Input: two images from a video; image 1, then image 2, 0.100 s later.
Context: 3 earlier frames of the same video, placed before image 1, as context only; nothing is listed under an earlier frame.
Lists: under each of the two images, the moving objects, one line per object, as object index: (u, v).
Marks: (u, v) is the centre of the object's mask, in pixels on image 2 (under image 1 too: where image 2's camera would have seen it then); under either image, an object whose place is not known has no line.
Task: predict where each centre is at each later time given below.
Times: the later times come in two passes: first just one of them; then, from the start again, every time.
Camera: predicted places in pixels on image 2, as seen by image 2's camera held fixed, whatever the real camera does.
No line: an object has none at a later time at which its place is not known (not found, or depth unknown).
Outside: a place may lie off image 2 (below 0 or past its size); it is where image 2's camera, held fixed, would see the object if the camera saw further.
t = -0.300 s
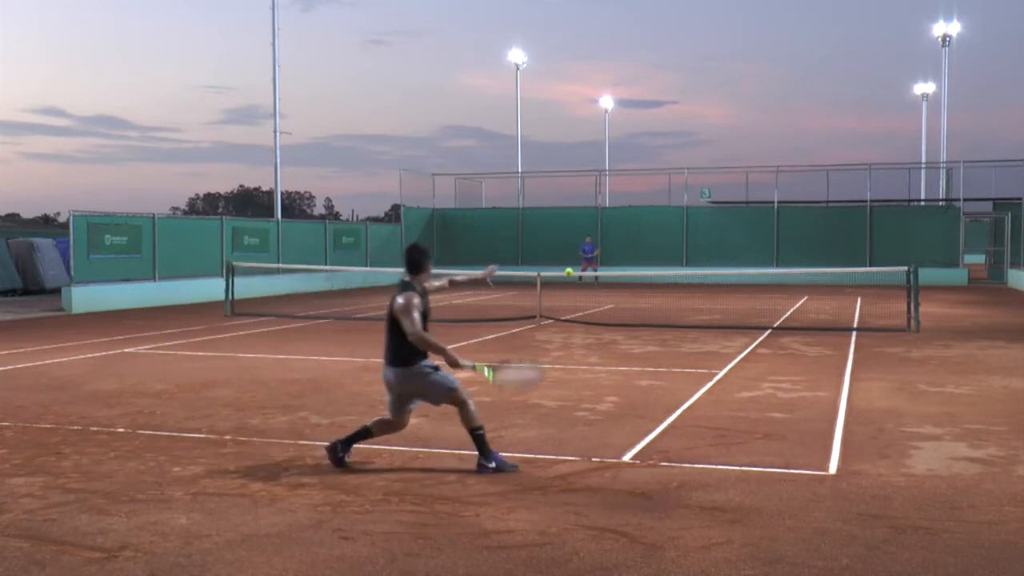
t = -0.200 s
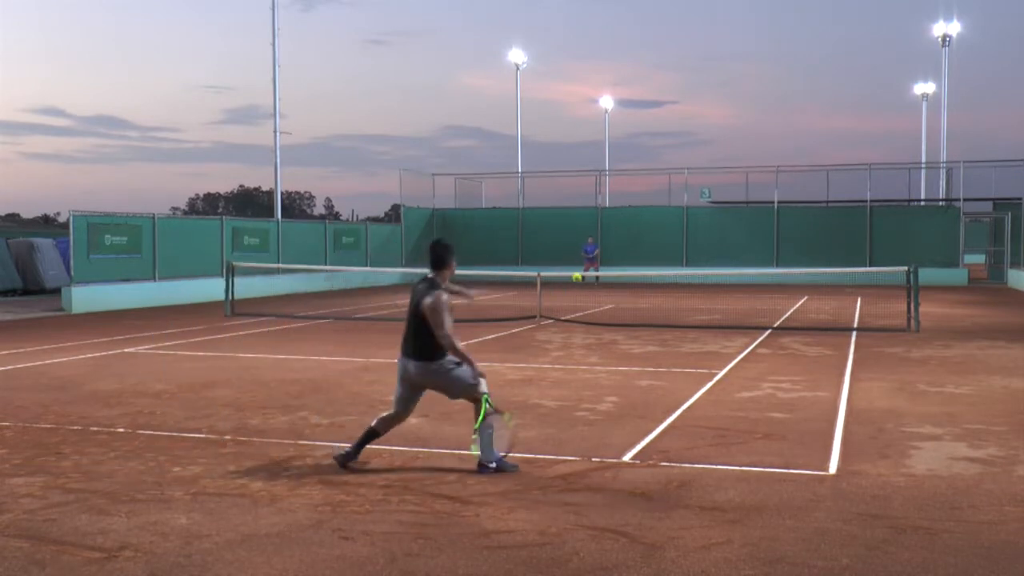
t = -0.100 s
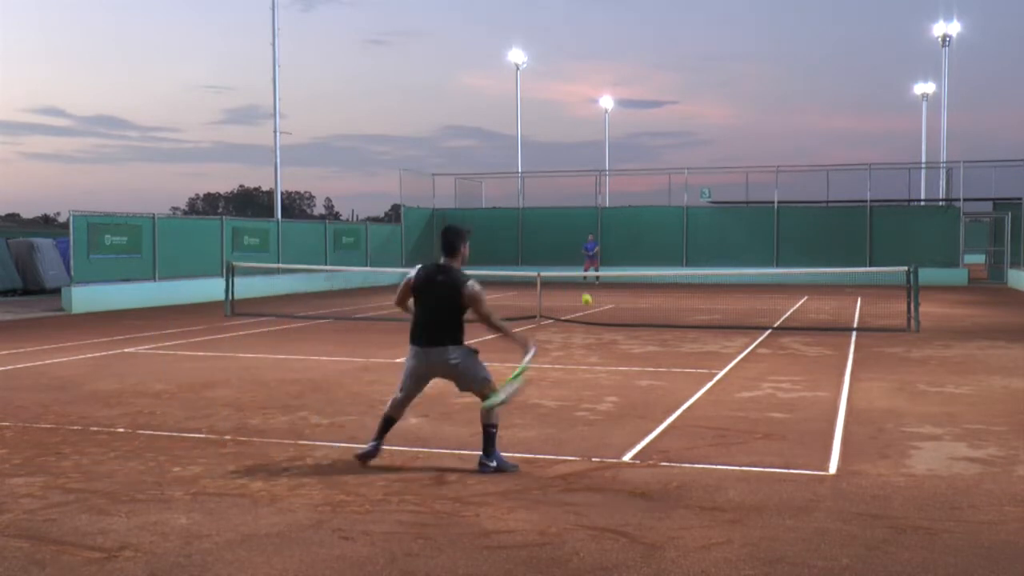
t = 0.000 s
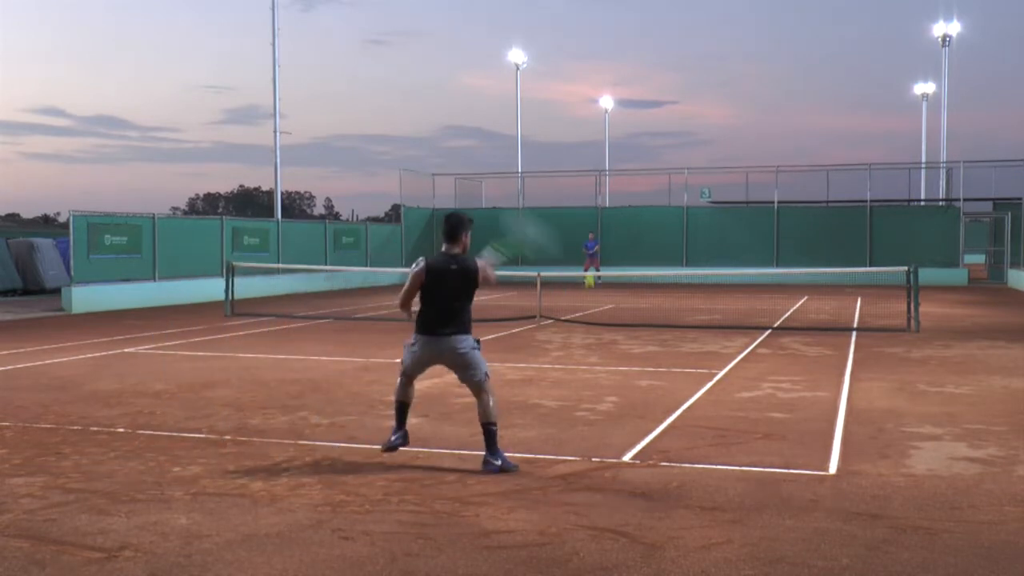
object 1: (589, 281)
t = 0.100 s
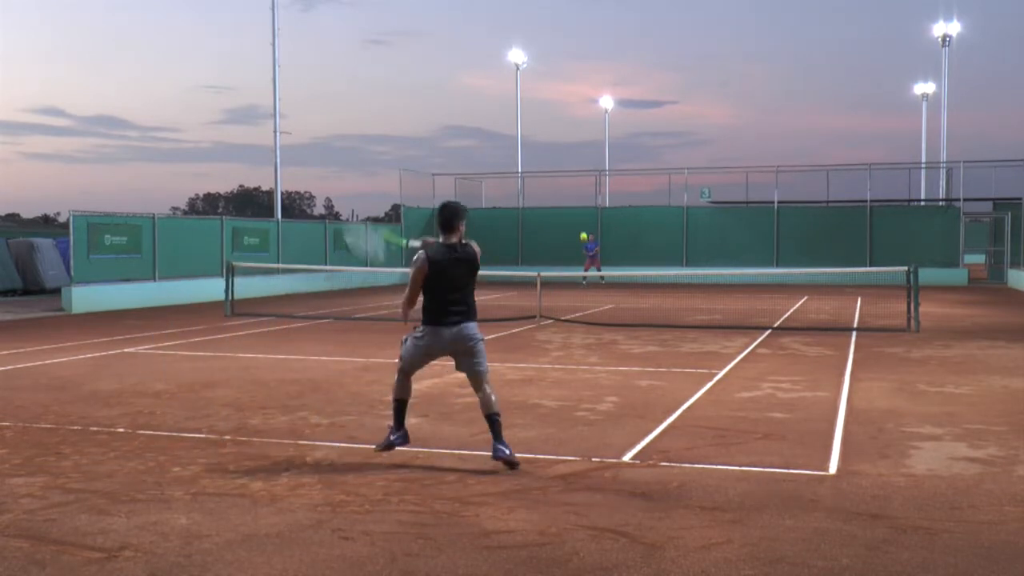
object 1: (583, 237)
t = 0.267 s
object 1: (576, 218)
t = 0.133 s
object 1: (582, 229)
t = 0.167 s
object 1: (580, 224)
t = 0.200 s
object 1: (578, 221)
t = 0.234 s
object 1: (577, 219)
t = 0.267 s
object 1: (576, 218)
